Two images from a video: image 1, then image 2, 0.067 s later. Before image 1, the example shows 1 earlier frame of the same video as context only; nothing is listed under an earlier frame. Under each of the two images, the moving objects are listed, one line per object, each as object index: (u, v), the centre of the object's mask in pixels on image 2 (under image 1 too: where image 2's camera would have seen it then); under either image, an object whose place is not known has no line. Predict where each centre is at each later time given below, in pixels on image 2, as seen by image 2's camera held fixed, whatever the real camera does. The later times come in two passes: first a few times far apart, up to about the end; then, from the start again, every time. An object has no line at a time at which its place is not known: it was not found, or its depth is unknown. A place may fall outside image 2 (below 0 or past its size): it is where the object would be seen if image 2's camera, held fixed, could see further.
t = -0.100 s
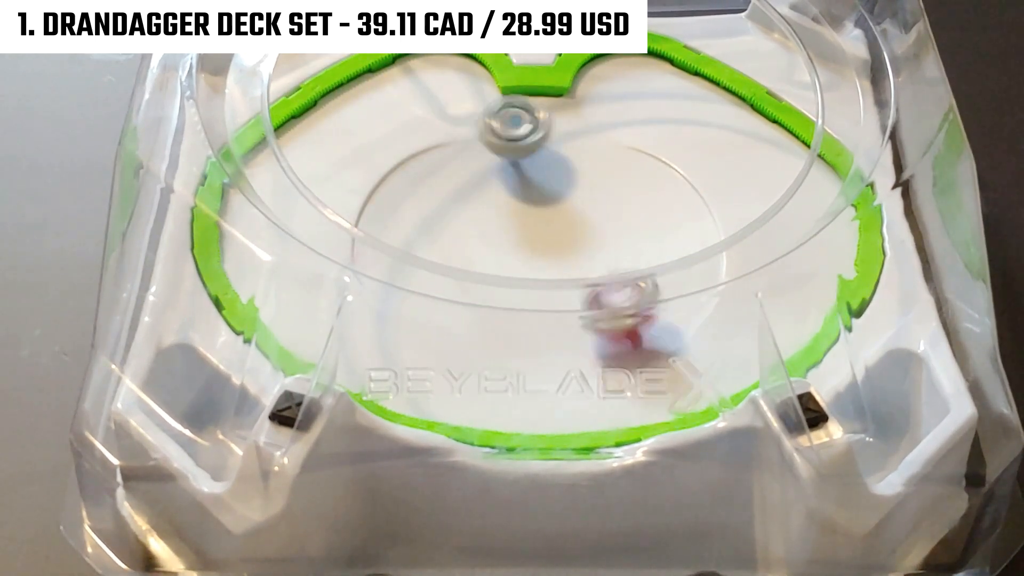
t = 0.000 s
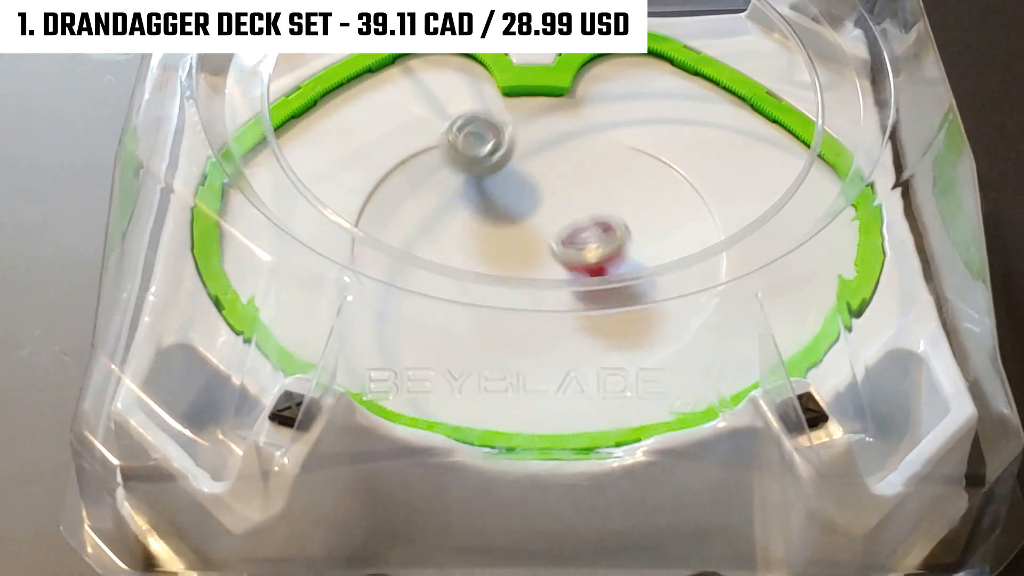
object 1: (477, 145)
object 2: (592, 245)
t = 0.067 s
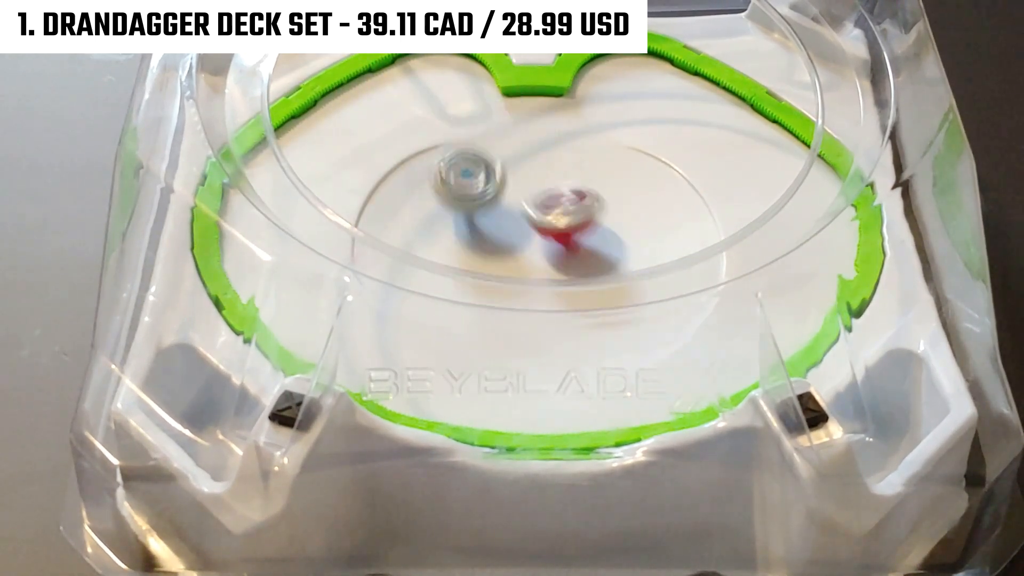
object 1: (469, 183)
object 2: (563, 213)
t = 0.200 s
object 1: (485, 249)
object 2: (531, 183)
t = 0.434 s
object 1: (651, 246)
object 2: (424, 180)
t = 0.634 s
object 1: (625, 149)
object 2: (383, 203)
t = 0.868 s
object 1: (481, 120)
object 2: (423, 263)
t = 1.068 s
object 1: (458, 80)
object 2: (484, 347)
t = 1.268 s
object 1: (471, 115)
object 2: (622, 322)
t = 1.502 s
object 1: (609, 189)
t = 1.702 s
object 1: (663, 142)
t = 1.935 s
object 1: (567, 158)
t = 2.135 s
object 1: (530, 246)
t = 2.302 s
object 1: (482, 242)
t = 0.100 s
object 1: (471, 202)
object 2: (553, 202)
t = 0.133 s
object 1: (469, 221)
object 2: (547, 194)
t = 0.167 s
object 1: (473, 235)
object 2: (539, 187)
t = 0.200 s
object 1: (485, 249)
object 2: (531, 183)
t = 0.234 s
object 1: (505, 258)
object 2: (520, 179)
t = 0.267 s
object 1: (526, 274)
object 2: (508, 178)
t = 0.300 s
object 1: (554, 280)
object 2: (494, 177)
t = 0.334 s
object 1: (582, 280)
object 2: (477, 177)
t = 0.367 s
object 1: (607, 275)
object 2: (460, 178)
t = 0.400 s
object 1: (632, 265)
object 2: (441, 178)
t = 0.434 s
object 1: (651, 246)
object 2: (424, 180)
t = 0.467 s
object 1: (667, 234)
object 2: (406, 182)
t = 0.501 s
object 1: (674, 218)
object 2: (390, 184)
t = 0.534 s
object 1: (673, 199)
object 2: (378, 185)
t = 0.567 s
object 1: (665, 182)
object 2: (371, 186)
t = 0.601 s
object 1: (649, 165)
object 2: (376, 196)
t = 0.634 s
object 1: (625, 149)
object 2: (383, 203)
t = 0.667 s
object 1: (599, 139)
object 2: (392, 210)
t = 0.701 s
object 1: (570, 134)
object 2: (401, 215)
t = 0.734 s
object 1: (539, 136)
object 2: (411, 218)
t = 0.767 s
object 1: (506, 143)
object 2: (424, 219)
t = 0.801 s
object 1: (478, 153)
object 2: (439, 217)
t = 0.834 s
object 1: (473, 141)
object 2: (435, 232)
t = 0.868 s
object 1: (481, 120)
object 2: (423, 263)
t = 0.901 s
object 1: (492, 100)
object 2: (414, 294)
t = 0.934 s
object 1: (500, 85)
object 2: (414, 316)
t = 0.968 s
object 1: (506, 75)
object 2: (427, 326)
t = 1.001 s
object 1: (490, 75)
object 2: (445, 335)
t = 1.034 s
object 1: (472, 78)
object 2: (465, 341)
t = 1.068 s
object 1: (458, 80)
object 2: (484, 347)
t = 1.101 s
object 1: (446, 82)
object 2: (509, 346)
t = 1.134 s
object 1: (440, 85)
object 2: (532, 350)
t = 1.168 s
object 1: (439, 88)
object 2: (551, 348)
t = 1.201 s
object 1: (443, 95)
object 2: (577, 341)
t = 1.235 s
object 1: (454, 105)
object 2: (602, 332)
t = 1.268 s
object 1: (471, 115)
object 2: (622, 322)
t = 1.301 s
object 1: (484, 129)
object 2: (638, 310)
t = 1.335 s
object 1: (504, 145)
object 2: (651, 293)
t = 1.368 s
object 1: (525, 160)
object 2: (657, 279)
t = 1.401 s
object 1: (548, 174)
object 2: (660, 264)
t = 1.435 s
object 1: (571, 184)
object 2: (662, 250)
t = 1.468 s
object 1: (594, 194)
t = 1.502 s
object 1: (609, 189)
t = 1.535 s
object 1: (620, 184)
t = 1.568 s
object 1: (631, 179)
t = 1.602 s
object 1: (642, 174)
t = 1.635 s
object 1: (653, 170)
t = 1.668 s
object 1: (661, 159)
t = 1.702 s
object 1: (663, 142)
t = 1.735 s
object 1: (654, 135)
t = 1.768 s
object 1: (638, 135)
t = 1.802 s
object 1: (624, 135)
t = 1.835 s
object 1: (610, 136)
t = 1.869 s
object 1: (595, 141)
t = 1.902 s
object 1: (582, 147)
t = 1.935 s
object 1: (567, 158)
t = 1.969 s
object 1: (554, 171)
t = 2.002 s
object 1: (544, 191)
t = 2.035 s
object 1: (538, 206)
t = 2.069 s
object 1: (536, 227)
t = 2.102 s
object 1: (537, 242)
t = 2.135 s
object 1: (530, 246)
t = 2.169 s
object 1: (518, 242)
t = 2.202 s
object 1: (507, 240)
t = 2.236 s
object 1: (496, 240)
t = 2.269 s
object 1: (488, 240)
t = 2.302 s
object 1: (482, 242)
